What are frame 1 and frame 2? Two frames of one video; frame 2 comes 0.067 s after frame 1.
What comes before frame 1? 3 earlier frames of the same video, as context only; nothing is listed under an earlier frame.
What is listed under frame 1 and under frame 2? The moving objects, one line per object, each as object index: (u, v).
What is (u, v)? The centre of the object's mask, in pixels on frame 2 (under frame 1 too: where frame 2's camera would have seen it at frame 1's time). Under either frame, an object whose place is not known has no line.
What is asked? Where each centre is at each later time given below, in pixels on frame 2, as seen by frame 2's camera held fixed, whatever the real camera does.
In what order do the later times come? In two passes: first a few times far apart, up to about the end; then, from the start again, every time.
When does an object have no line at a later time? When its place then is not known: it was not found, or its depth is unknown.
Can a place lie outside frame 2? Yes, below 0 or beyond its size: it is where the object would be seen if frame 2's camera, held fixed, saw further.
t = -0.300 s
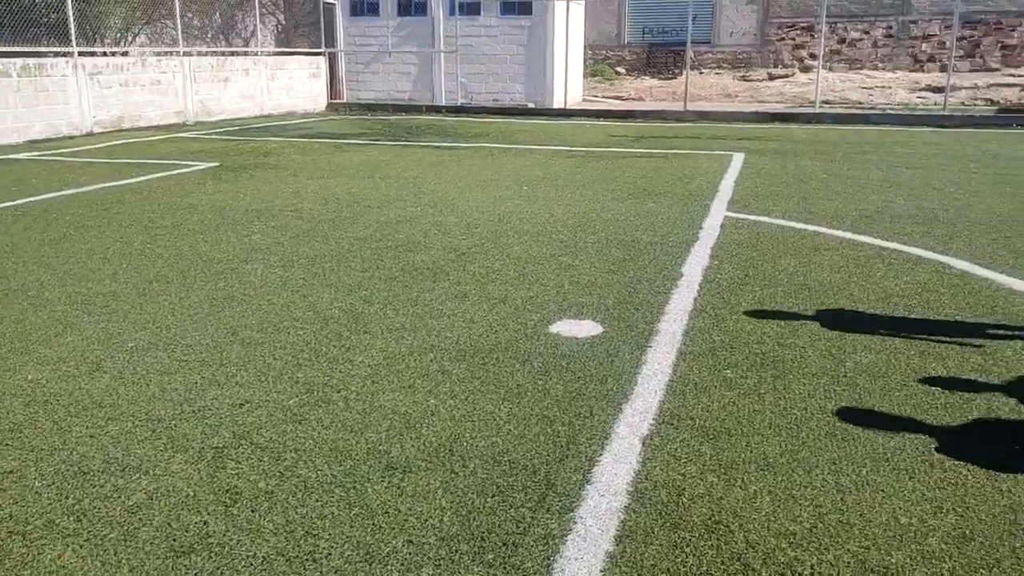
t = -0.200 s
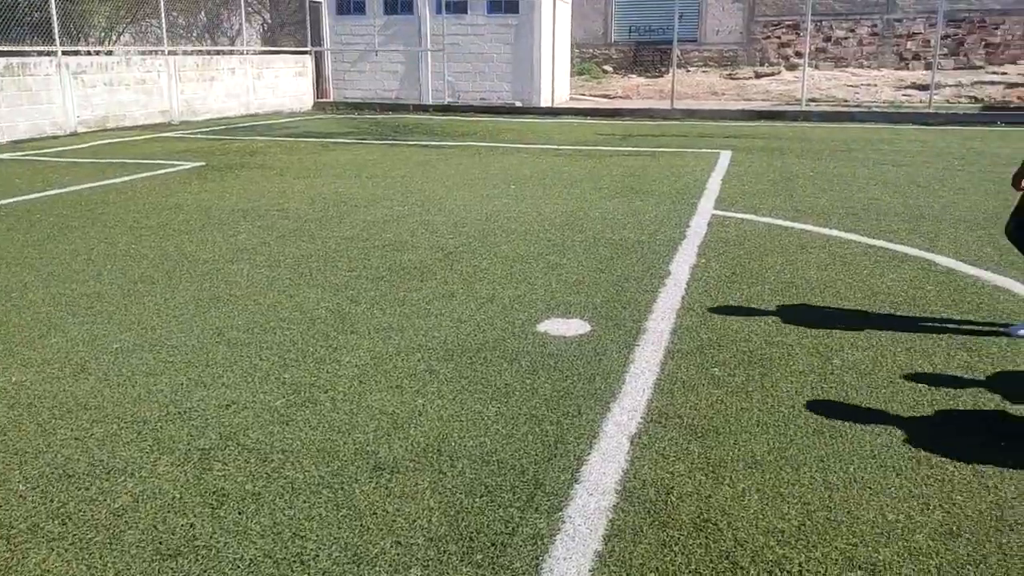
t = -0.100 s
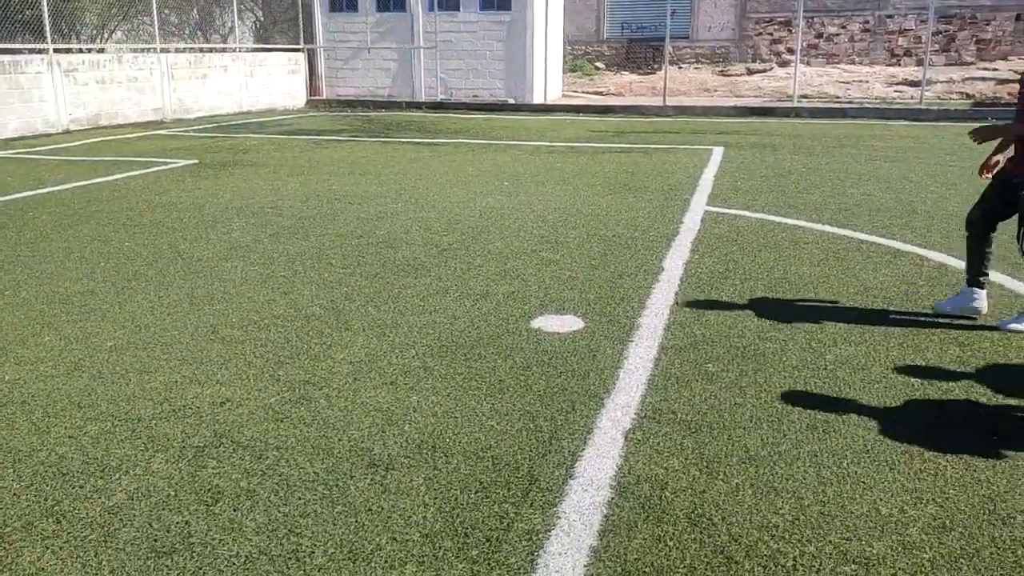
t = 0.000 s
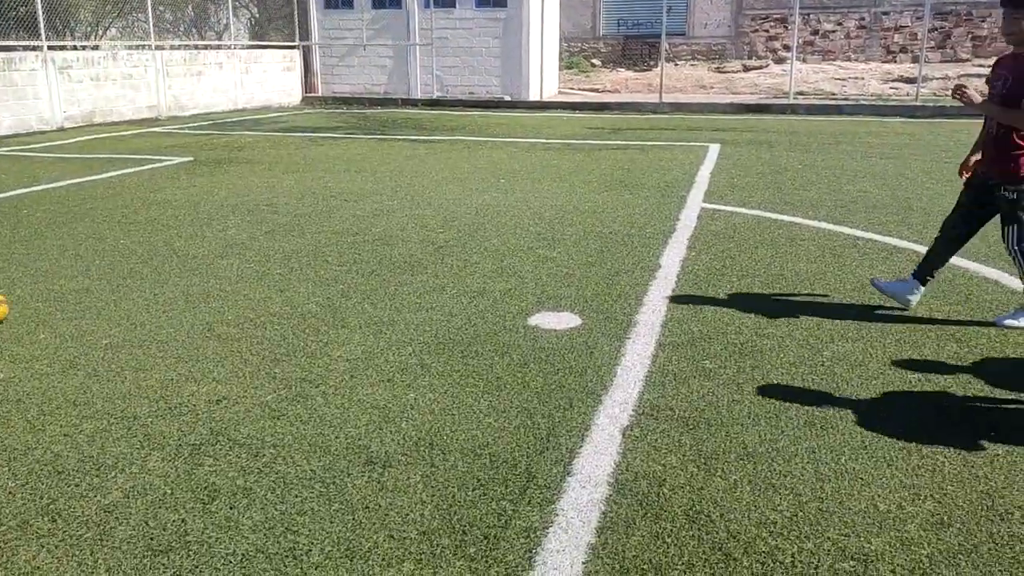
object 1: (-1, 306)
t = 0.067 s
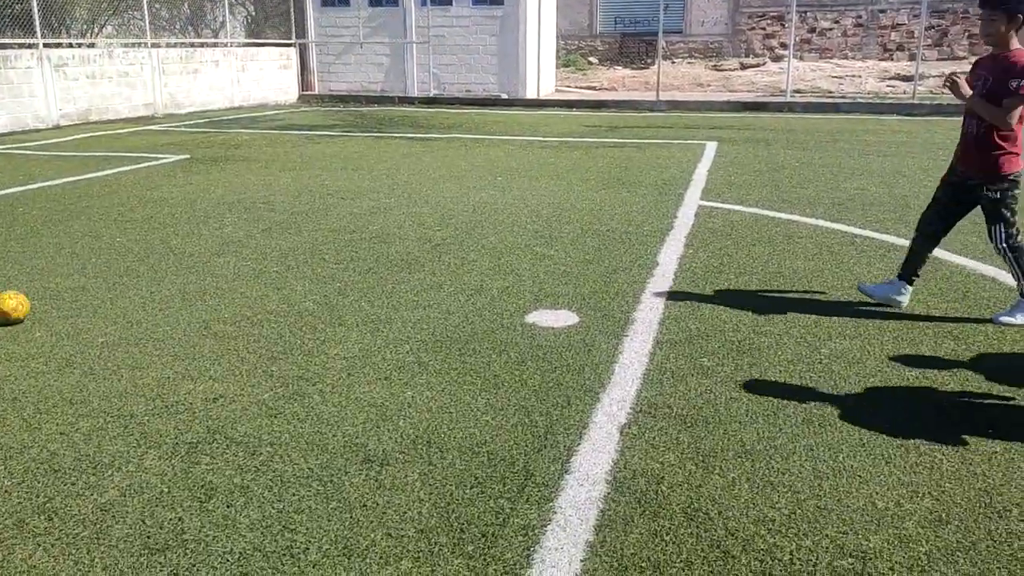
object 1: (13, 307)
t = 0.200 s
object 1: (60, 309)
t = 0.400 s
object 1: (132, 311)
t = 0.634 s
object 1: (209, 312)
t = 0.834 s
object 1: (269, 313)
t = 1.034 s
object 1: (326, 316)
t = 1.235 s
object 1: (377, 318)
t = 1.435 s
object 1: (426, 321)
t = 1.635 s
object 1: (469, 323)
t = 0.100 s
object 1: (23, 308)
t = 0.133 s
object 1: (35, 308)
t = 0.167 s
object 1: (48, 308)
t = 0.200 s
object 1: (60, 309)
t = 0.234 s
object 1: (73, 309)
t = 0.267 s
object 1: (85, 309)
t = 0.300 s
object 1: (97, 309)
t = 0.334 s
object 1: (109, 310)
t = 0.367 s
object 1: (121, 310)
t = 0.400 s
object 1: (132, 311)
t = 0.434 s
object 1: (143, 311)
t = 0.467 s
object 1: (154, 311)
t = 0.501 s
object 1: (165, 311)
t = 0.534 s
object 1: (177, 311)
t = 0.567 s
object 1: (187, 311)
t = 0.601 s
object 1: (198, 312)
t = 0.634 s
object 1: (209, 312)
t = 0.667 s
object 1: (220, 312)
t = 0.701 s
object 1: (230, 313)
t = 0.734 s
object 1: (240, 313)
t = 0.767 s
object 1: (250, 313)
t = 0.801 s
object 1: (260, 313)
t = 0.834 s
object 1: (269, 313)
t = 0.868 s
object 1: (279, 314)
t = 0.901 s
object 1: (289, 314)
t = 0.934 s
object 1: (299, 315)
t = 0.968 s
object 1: (308, 315)
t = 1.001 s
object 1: (317, 316)
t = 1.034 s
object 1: (326, 316)
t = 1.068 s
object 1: (335, 317)
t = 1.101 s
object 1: (343, 316)
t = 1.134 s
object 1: (352, 317)
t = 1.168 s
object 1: (360, 318)
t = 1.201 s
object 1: (369, 318)
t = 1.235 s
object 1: (377, 318)
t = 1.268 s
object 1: (386, 318)
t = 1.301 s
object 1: (394, 320)
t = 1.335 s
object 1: (402, 319)
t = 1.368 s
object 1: (410, 320)
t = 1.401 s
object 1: (418, 320)
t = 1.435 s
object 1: (426, 321)
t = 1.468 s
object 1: (433, 322)
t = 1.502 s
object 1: (441, 322)
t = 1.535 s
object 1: (448, 322)
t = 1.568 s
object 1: (455, 323)
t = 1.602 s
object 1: (461, 324)
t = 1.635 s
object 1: (469, 323)
